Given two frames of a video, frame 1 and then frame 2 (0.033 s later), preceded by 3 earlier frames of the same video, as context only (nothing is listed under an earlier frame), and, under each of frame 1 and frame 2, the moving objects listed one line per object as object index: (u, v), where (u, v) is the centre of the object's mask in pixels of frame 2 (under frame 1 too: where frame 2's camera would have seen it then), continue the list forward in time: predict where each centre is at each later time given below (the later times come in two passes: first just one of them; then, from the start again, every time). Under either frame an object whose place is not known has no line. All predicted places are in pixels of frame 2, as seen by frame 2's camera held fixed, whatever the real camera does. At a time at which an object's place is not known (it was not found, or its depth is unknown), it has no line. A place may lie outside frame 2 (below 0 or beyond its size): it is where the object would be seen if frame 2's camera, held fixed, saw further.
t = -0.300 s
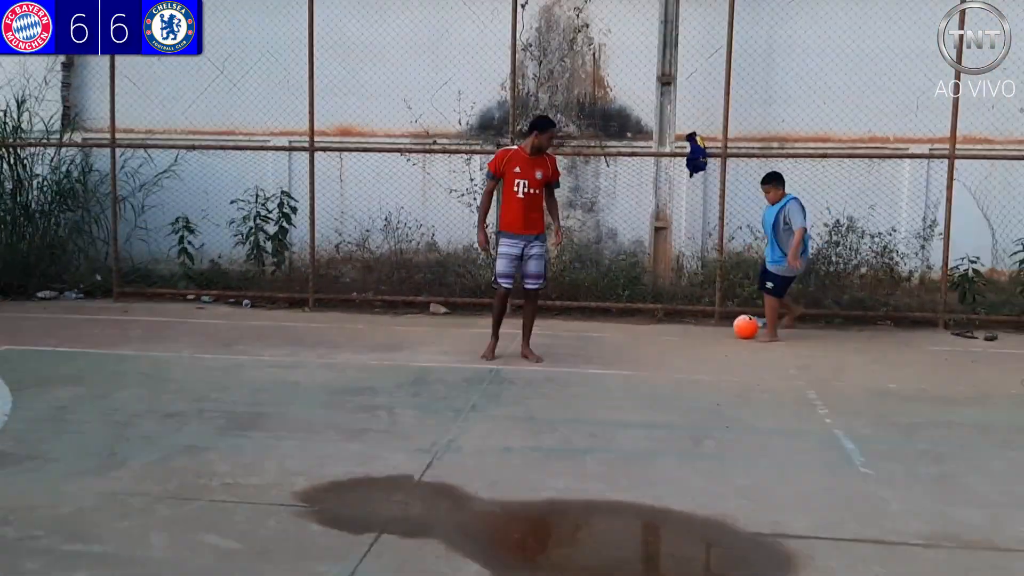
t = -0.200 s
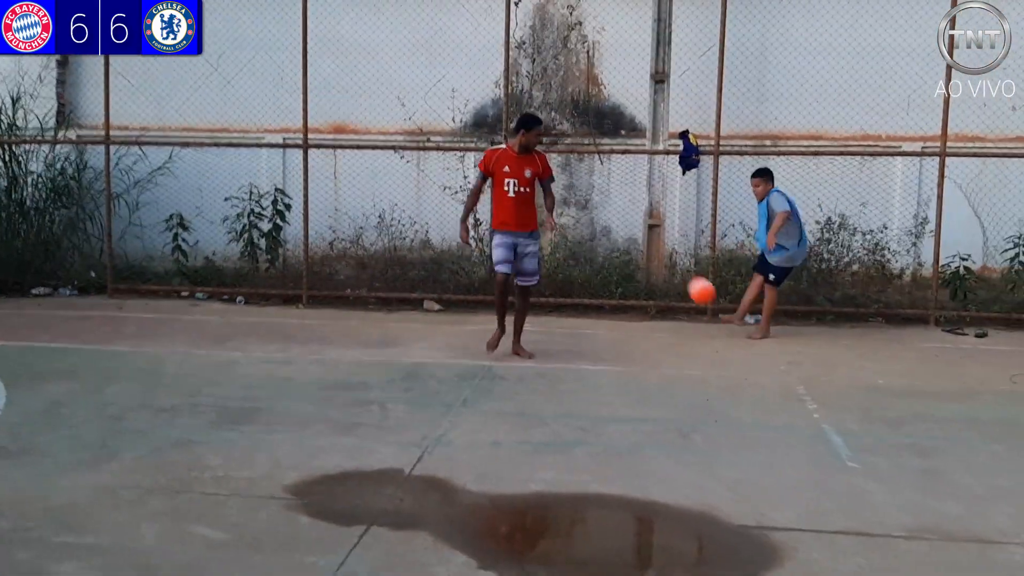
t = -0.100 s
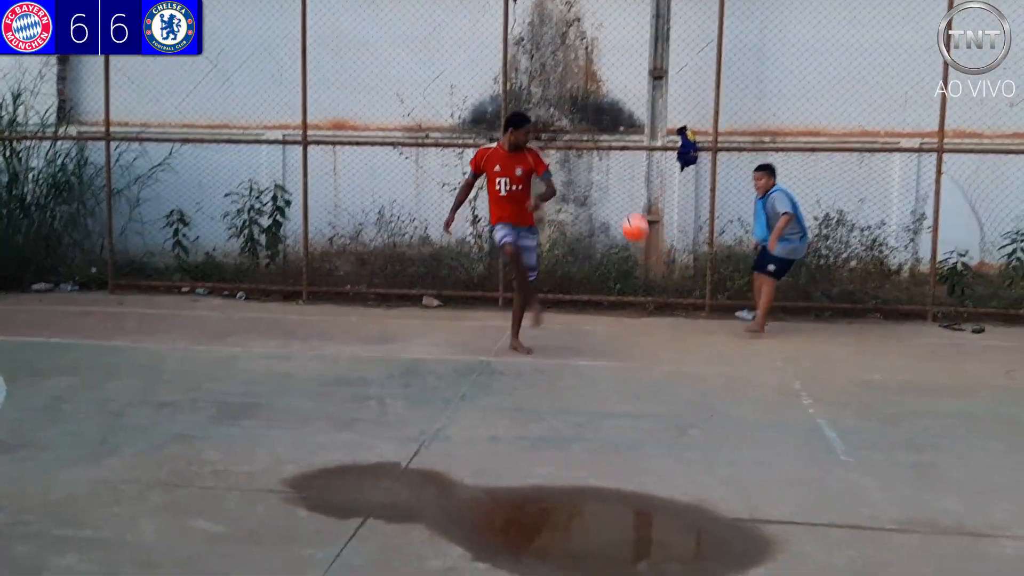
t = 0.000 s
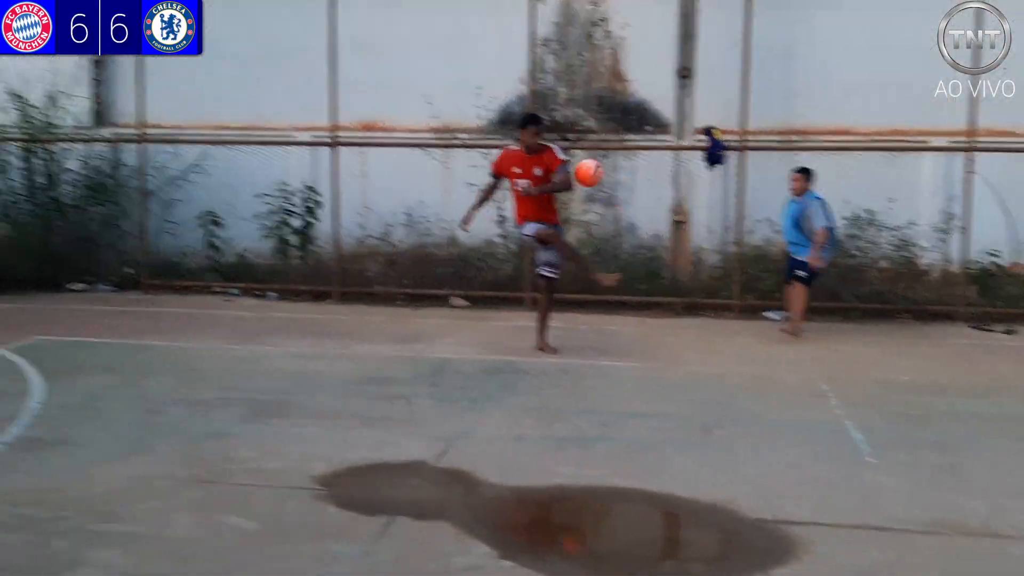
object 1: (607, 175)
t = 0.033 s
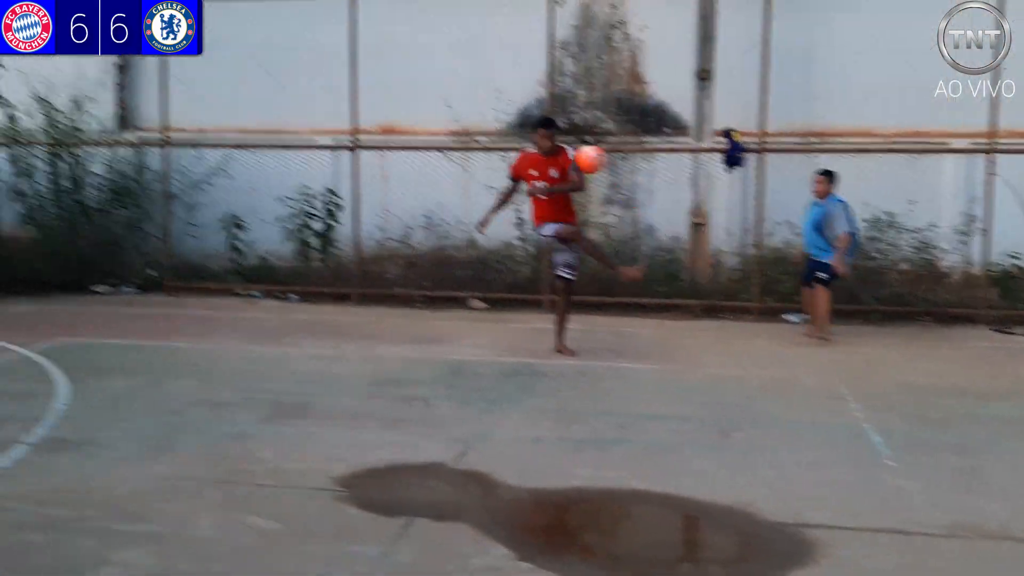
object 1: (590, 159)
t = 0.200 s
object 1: (604, 110)
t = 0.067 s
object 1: (592, 147)
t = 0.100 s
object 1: (595, 134)
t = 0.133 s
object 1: (599, 125)
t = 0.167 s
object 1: (602, 118)
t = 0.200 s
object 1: (604, 110)
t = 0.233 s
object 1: (608, 104)
